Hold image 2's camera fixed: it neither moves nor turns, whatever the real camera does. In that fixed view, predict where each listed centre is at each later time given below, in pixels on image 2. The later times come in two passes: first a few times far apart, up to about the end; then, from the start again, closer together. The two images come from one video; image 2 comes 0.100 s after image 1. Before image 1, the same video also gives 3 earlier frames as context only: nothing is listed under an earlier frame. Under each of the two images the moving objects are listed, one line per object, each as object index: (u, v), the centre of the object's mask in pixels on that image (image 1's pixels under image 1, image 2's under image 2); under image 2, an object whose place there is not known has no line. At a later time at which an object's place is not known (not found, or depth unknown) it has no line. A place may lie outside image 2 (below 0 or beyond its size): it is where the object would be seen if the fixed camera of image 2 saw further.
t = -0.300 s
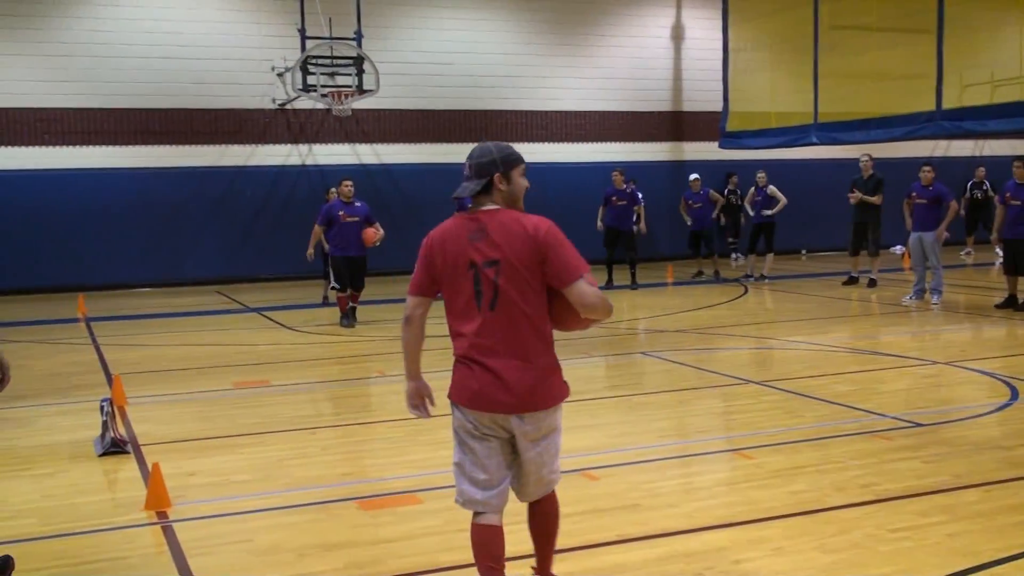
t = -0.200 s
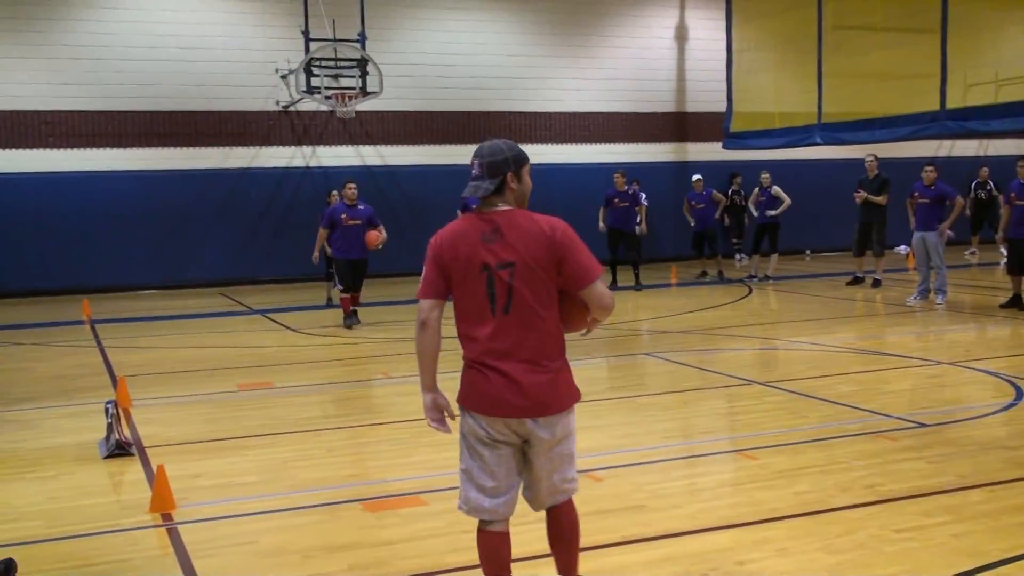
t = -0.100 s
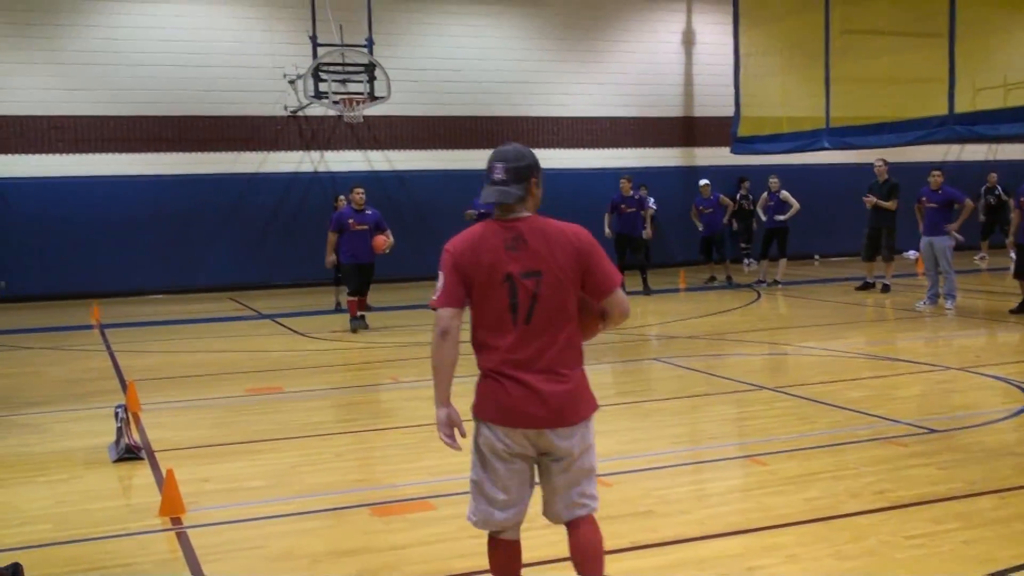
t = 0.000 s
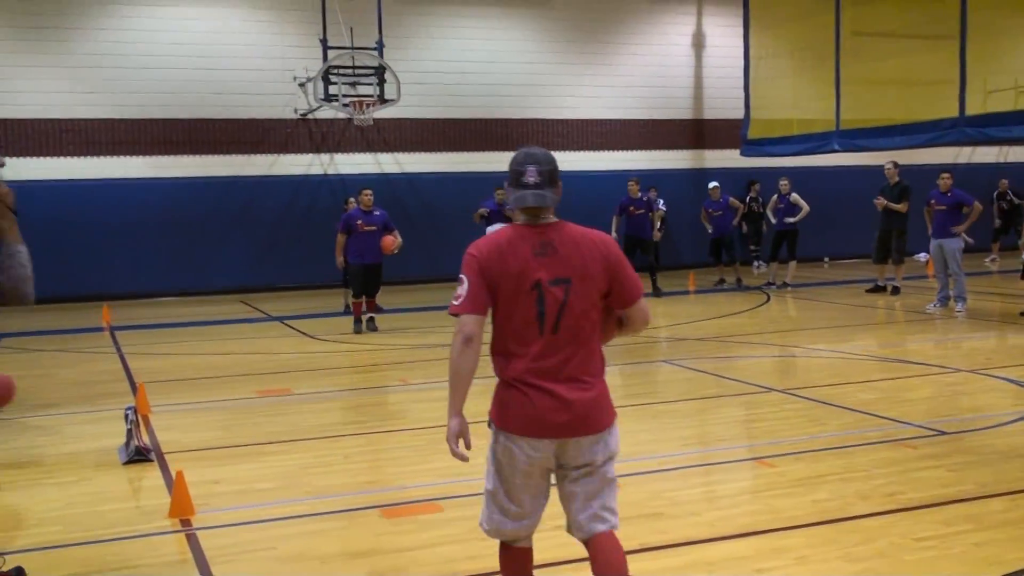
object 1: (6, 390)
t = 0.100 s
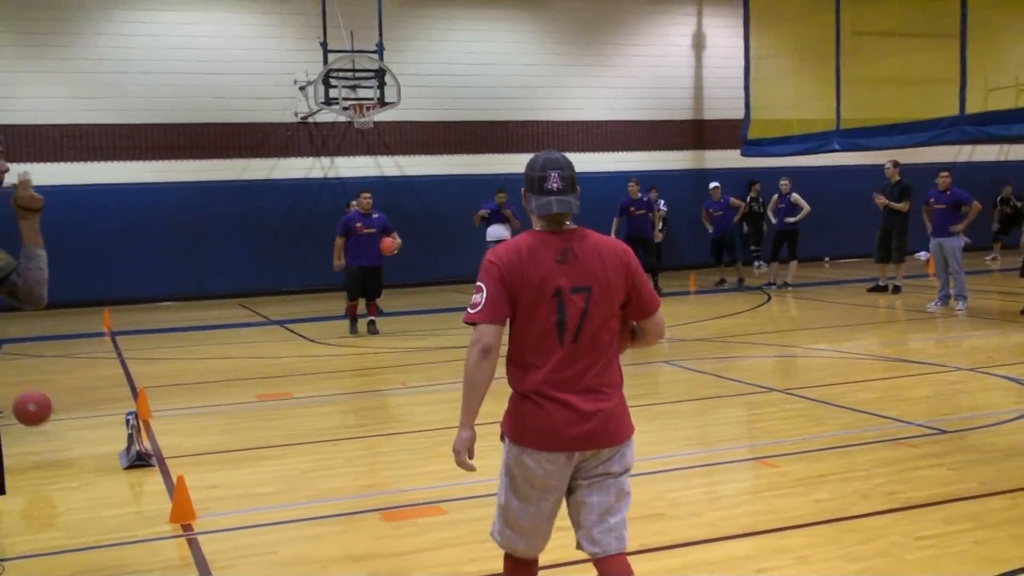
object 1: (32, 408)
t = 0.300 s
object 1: (102, 420)
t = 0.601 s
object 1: (152, 386)
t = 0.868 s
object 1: (188, 412)
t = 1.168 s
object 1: (229, 403)
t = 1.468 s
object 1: (267, 394)
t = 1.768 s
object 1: (303, 396)
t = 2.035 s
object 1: (334, 399)
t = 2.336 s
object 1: (366, 397)
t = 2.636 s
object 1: (399, 401)
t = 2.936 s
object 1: (430, 397)
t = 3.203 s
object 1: (455, 394)
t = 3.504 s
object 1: (484, 391)
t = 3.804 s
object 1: (511, 389)
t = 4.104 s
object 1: (536, 386)
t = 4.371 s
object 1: (558, 385)
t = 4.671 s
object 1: (581, 383)
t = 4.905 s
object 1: (605, 385)
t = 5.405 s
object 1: (639, 381)
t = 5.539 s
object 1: (645, 381)
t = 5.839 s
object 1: (666, 379)
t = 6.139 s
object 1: (686, 378)
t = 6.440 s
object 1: (707, 378)
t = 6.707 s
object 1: (723, 377)
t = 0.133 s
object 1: (44, 415)
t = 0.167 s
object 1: (56, 424)
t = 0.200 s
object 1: (69, 434)
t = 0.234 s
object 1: (81, 440)
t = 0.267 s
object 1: (91, 429)
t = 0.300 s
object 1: (102, 420)
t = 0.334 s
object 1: (112, 413)
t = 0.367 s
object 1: (120, 407)
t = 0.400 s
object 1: (127, 400)
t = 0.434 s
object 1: (132, 394)
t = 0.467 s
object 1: (136, 390)
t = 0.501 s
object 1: (139, 386)
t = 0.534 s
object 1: (143, 385)
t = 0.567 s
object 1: (147, 384)
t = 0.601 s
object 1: (152, 386)
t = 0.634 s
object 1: (156, 388)
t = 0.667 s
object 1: (161, 393)
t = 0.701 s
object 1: (165, 400)
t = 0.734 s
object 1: (170, 408)
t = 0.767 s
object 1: (174, 418)
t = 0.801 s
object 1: (179, 428)
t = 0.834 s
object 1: (183, 421)
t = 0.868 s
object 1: (188, 412)
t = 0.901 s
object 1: (192, 404)
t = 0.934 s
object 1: (197, 399)
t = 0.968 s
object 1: (201, 395)
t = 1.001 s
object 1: (206, 392)
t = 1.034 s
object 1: (211, 391)
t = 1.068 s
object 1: (216, 392)
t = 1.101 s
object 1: (220, 394)
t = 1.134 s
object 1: (225, 398)
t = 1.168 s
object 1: (229, 403)
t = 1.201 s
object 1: (234, 409)
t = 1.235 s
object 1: (240, 418)
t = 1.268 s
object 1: (244, 417)
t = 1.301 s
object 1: (248, 409)
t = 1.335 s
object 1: (251, 403)
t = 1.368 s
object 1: (256, 398)
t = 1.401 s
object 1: (259, 396)
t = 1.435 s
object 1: (264, 394)
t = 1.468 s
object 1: (267, 394)
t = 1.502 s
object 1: (272, 396)
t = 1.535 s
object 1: (276, 399)
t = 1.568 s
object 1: (281, 404)
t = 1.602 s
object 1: (285, 411)
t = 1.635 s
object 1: (289, 413)
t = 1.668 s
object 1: (293, 406)
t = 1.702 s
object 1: (296, 401)
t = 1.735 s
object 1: (300, 397)
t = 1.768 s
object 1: (303, 396)
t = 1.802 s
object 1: (307, 395)
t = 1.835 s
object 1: (311, 396)
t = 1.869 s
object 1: (314, 398)
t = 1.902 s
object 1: (319, 403)
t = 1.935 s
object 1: (323, 408)
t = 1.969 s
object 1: (326, 407)
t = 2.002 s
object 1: (330, 402)
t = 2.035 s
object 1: (334, 399)
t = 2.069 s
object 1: (337, 397)
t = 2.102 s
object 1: (341, 397)
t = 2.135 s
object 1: (344, 398)
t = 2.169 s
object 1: (348, 401)
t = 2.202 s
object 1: (352, 405)
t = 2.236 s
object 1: (355, 404)
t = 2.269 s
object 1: (359, 400)
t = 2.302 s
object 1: (363, 398)
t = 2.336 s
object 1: (366, 397)
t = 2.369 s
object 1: (370, 398)
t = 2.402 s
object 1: (374, 400)
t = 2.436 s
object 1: (377, 403)
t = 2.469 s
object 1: (381, 401)
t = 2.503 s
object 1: (384, 398)
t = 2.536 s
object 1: (388, 397)
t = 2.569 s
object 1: (392, 397)
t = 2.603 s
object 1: (395, 398)
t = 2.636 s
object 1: (399, 401)
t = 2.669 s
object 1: (402, 399)
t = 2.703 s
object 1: (405, 396)
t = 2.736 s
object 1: (409, 396)
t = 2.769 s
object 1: (413, 397)
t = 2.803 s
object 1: (416, 399)
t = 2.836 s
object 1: (419, 397)
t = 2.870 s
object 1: (423, 396)
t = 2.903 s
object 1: (426, 396)
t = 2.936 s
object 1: (430, 397)
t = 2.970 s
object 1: (433, 396)
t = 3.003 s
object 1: (436, 395)
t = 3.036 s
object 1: (439, 395)
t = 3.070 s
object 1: (443, 396)
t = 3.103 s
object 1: (446, 395)
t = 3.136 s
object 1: (449, 394)
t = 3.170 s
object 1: (452, 395)
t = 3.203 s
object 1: (455, 394)
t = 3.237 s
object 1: (459, 393)
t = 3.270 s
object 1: (462, 394)
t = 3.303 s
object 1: (465, 393)
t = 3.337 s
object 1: (468, 393)
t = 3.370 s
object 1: (472, 392)
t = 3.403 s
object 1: (475, 392)
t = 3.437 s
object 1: (478, 392)
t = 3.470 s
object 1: (481, 391)
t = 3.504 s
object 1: (484, 391)
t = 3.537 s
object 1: (487, 391)
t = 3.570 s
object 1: (490, 390)
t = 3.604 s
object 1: (494, 390)
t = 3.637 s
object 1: (496, 390)
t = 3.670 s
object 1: (499, 390)
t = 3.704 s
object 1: (502, 389)
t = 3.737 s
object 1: (505, 389)
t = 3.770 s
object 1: (508, 389)
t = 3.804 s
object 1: (511, 389)
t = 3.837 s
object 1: (514, 389)
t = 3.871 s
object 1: (516, 388)
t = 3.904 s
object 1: (519, 388)
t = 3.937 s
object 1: (522, 388)
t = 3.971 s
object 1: (525, 388)
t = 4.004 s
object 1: (528, 387)
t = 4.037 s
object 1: (531, 387)
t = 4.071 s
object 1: (533, 387)
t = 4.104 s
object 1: (536, 386)
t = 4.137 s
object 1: (538, 386)
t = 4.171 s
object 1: (541, 386)
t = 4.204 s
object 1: (544, 386)
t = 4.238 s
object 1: (547, 386)
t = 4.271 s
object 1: (549, 385)
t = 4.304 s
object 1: (552, 385)
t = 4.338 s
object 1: (555, 385)
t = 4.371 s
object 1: (558, 385)
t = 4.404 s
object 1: (560, 385)
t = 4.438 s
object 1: (563, 384)
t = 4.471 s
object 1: (565, 384)
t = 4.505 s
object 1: (568, 384)
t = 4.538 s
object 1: (571, 384)
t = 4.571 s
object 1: (573, 383)
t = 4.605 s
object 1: (576, 383)
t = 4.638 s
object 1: (578, 383)
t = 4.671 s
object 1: (581, 383)
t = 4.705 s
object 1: (583, 383)
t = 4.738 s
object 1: (586, 383)
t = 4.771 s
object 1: (588, 382)
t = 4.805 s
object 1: (586, 382)
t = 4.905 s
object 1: (605, 385)
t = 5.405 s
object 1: (639, 381)
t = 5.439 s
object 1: (638, 381)
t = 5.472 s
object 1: (640, 381)
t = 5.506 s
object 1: (643, 382)
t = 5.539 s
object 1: (645, 381)
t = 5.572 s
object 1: (647, 380)
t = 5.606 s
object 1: (650, 380)
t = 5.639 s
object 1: (652, 379)
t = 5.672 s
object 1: (654, 379)
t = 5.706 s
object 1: (657, 379)
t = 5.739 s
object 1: (659, 379)
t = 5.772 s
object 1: (661, 379)
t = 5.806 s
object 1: (664, 379)
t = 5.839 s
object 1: (666, 379)
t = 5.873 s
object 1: (668, 379)
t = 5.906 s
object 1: (670, 379)
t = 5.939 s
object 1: (672, 379)
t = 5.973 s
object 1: (675, 378)
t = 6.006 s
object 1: (677, 378)
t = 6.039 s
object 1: (679, 378)
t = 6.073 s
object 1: (682, 378)
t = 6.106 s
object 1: (684, 378)
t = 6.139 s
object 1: (686, 378)
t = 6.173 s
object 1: (688, 378)
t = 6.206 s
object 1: (691, 378)
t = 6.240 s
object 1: (693, 378)
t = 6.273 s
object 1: (696, 378)
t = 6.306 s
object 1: (697, 378)
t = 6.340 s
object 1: (700, 378)
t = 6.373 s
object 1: (702, 378)
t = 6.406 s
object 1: (705, 378)
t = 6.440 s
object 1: (707, 378)
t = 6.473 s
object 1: (709, 378)
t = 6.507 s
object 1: (711, 378)
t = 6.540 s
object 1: (713, 378)
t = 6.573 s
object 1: (715, 378)
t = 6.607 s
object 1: (717, 377)
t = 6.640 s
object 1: (719, 377)
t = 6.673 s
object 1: (721, 378)
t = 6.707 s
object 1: (723, 377)
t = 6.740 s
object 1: (725, 378)
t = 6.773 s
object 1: (727, 377)
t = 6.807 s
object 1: (729, 377)
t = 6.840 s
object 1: (731, 377)
